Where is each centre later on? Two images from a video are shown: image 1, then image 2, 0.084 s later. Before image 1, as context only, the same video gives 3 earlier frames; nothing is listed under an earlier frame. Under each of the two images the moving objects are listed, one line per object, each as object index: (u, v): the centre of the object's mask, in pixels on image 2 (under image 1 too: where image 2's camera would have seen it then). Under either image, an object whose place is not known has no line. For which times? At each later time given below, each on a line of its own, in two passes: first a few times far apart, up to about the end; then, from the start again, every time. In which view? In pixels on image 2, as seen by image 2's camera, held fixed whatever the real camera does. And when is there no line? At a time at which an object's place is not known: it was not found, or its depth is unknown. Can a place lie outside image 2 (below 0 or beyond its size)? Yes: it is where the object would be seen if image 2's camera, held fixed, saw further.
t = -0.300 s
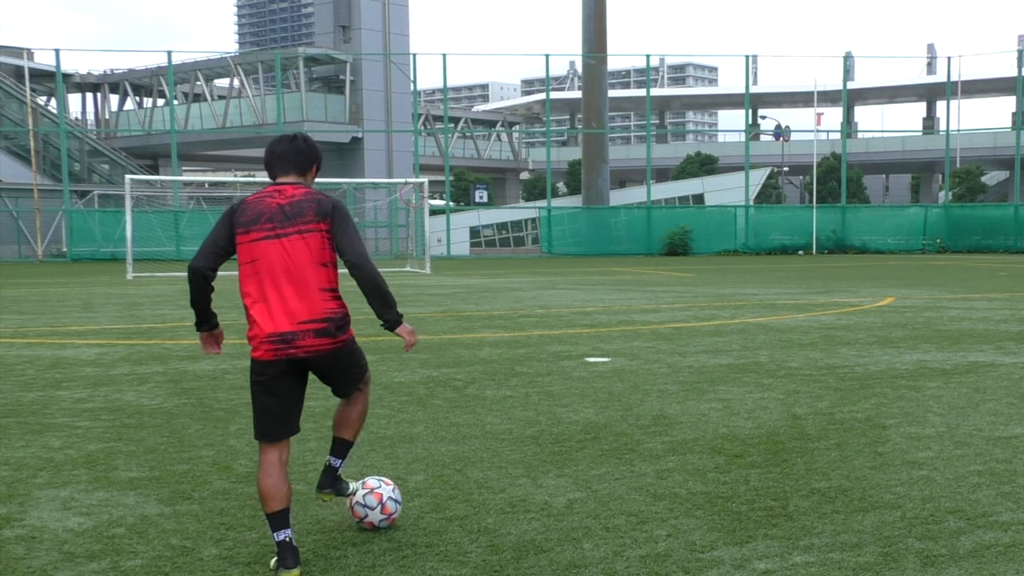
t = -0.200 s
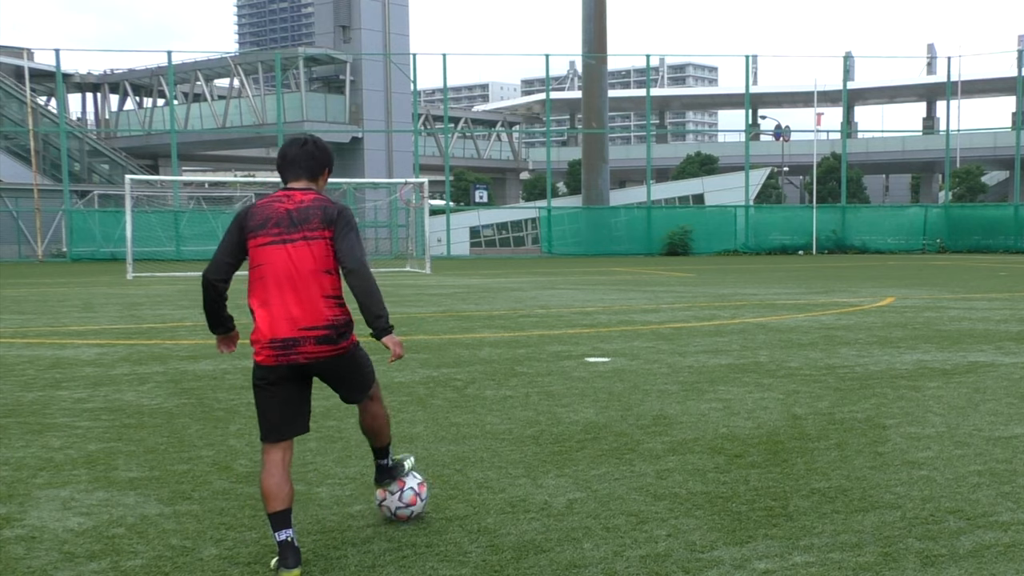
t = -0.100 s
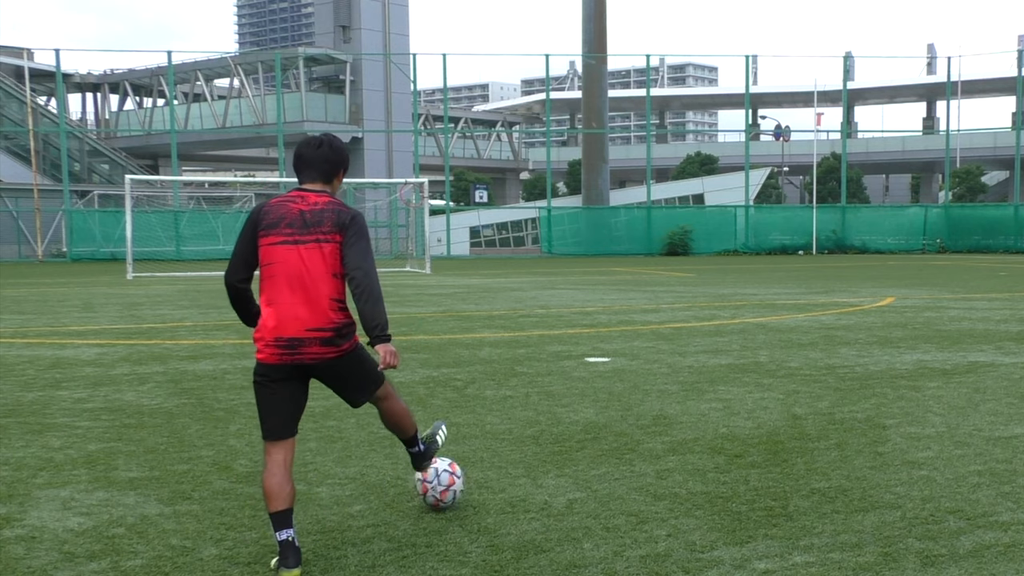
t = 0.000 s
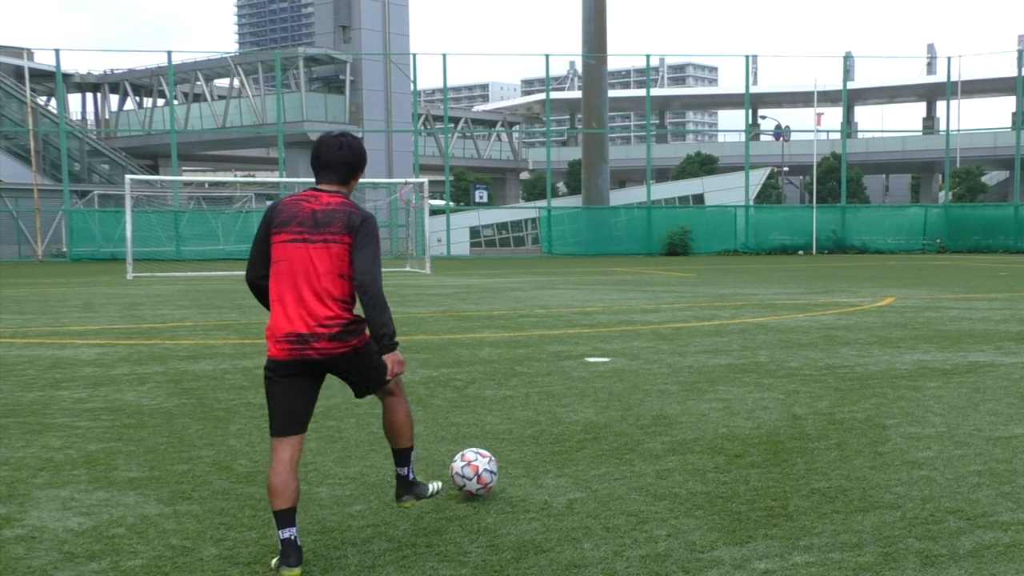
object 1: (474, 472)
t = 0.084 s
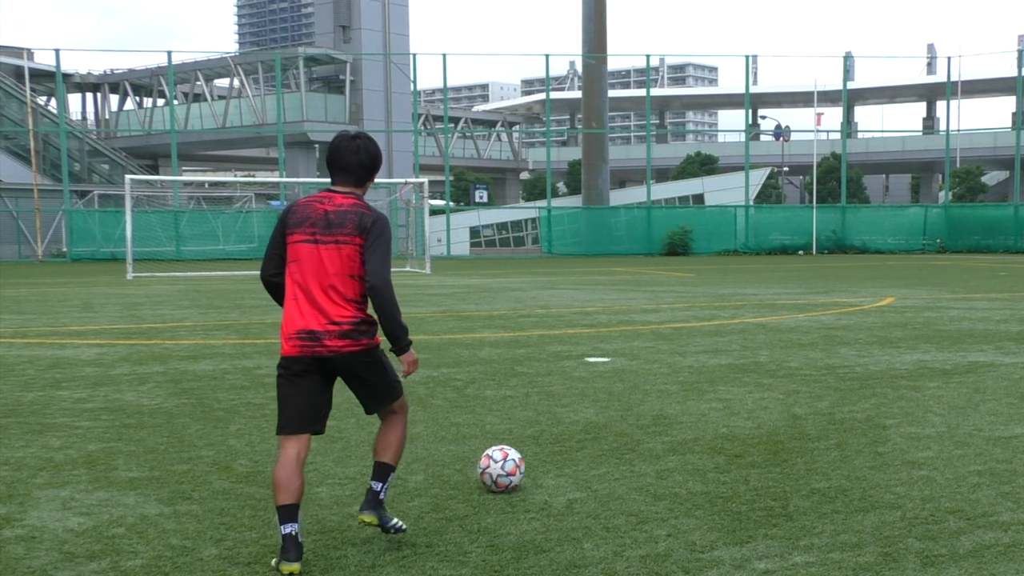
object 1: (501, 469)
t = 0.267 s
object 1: (554, 453)
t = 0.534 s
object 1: (616, 435)
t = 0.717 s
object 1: (652, 427)
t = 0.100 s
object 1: (506, 465)
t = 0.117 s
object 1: (511, 463)
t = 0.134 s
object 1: (516, 460)
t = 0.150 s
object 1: (521, 458)
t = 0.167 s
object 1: (526, 458)
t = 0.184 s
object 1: (531, 457)
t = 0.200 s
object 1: (536, 456)
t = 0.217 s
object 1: (541, 457)
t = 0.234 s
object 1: (545, 457)
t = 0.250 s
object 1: (550, 455)
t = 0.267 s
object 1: (554, 453)
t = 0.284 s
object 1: (558, 452)
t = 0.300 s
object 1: (562, 450)
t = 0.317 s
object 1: (567, 450)
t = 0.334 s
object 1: (571, 449)
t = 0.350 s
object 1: (575, 448)
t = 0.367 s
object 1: (579, 446)
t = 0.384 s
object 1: (583, 445)
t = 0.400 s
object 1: (587, 443)
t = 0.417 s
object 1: (591, 443)
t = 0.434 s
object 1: (595, 442)
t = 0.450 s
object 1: (598, 441)
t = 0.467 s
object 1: (602, 441)
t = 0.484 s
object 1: (606, 439)
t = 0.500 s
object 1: (609, 437)
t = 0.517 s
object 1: (613, 436)
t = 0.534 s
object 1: (616, 435)
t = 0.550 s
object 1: (620, 435)
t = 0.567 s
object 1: (623, 435)
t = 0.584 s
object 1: (626, 434)
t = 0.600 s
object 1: (629, 432)
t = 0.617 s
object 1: (633, 430)
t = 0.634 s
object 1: (636, 428)
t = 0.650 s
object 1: (639, 427)
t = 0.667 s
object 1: (642, 427)
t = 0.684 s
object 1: (645, 427)
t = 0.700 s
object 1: (648, 427)
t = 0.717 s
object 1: (652, 427)
